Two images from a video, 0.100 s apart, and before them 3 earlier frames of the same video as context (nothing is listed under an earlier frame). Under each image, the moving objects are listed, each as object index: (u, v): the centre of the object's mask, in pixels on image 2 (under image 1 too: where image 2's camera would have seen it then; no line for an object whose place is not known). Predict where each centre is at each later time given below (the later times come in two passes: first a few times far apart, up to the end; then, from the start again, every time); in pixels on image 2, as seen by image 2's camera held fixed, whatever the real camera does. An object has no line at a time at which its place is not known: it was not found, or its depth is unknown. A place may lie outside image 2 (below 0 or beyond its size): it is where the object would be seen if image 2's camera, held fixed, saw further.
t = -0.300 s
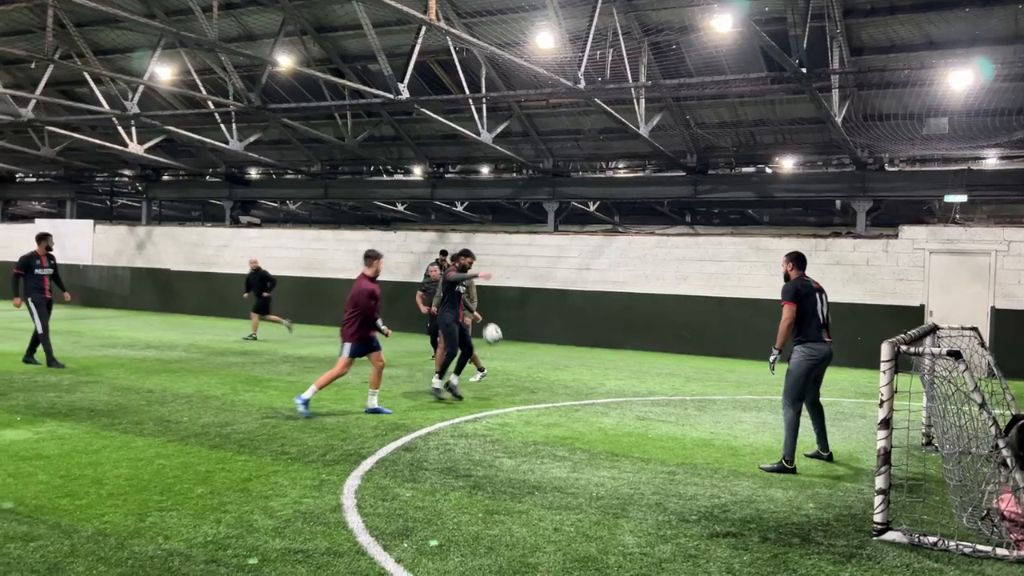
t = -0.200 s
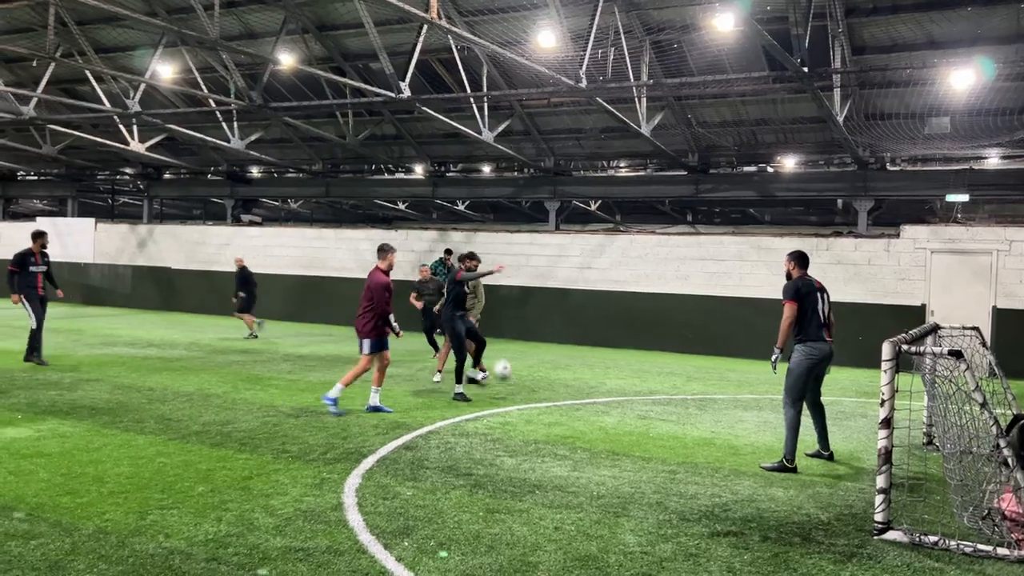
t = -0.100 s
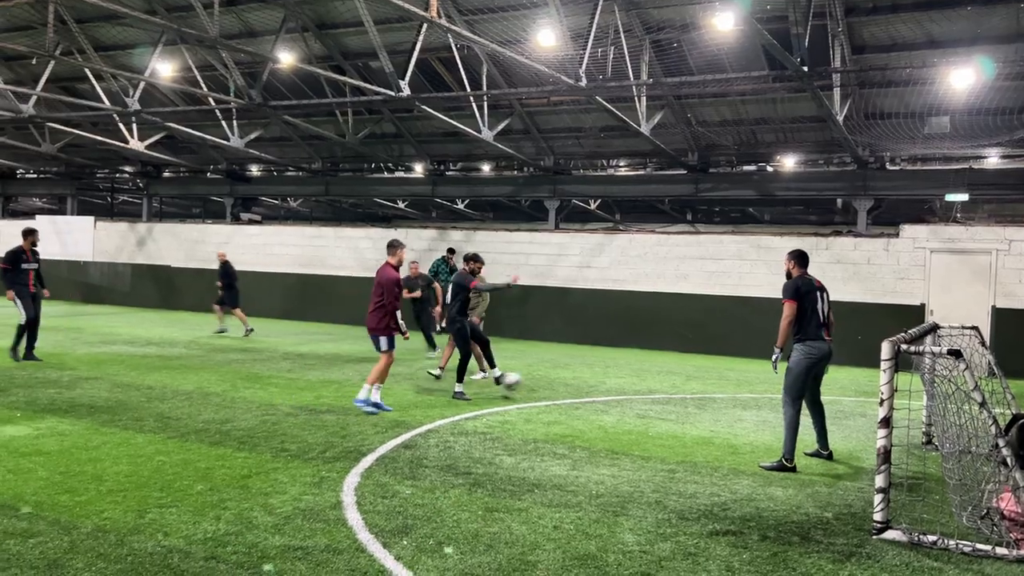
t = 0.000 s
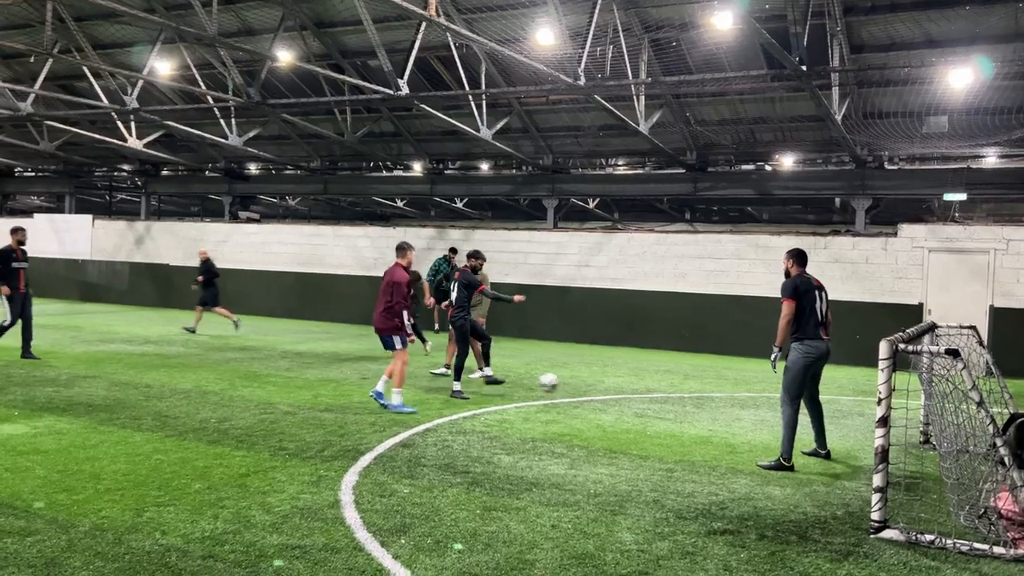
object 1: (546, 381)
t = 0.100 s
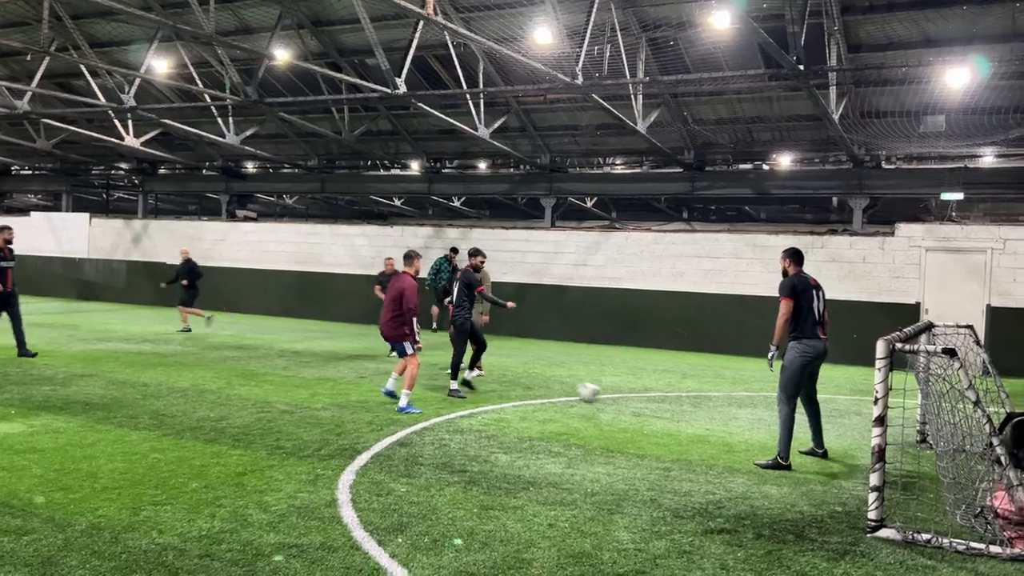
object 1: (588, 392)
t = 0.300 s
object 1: (672, 414)
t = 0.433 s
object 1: (723, 424)
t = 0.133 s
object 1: (603, 399)
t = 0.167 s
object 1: (617, 405)
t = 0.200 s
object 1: (635, 416)
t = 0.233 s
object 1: (648, 416)
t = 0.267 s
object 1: (659, 414)
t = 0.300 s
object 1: (672, 414)
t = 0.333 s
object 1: (684, 415)
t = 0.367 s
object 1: (695, 417)
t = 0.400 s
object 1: (709, 420)
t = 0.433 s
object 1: (723, 424)
